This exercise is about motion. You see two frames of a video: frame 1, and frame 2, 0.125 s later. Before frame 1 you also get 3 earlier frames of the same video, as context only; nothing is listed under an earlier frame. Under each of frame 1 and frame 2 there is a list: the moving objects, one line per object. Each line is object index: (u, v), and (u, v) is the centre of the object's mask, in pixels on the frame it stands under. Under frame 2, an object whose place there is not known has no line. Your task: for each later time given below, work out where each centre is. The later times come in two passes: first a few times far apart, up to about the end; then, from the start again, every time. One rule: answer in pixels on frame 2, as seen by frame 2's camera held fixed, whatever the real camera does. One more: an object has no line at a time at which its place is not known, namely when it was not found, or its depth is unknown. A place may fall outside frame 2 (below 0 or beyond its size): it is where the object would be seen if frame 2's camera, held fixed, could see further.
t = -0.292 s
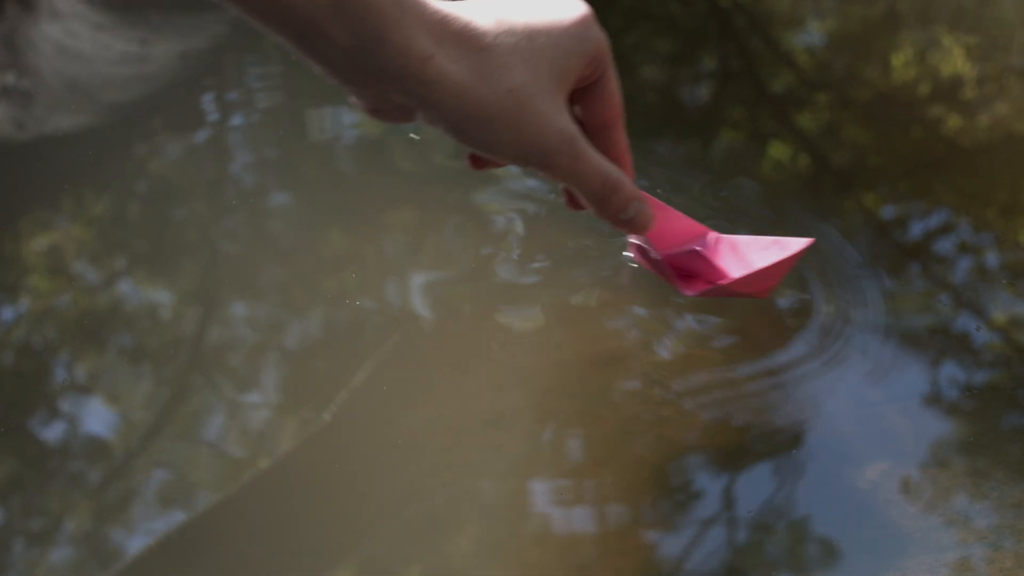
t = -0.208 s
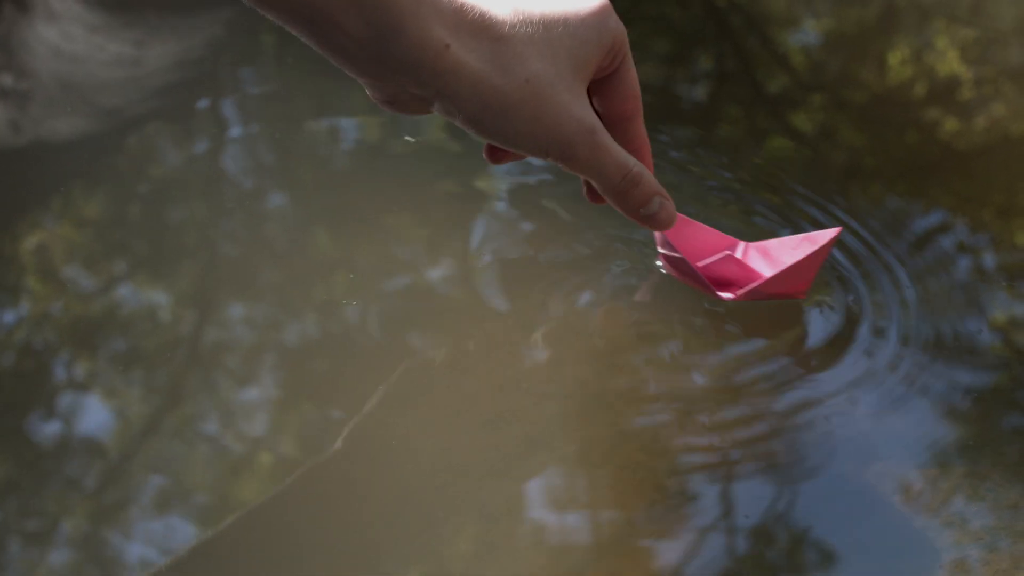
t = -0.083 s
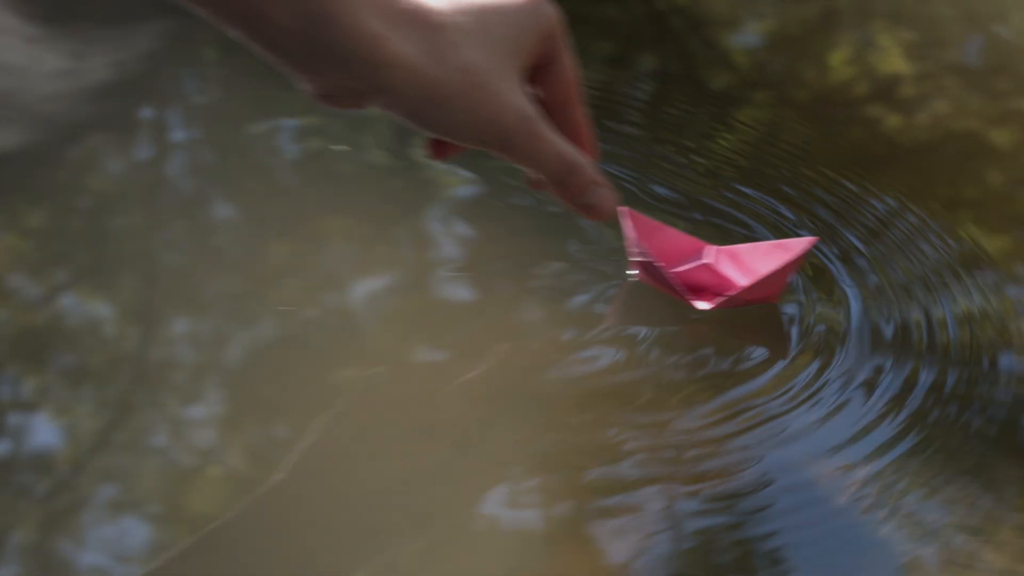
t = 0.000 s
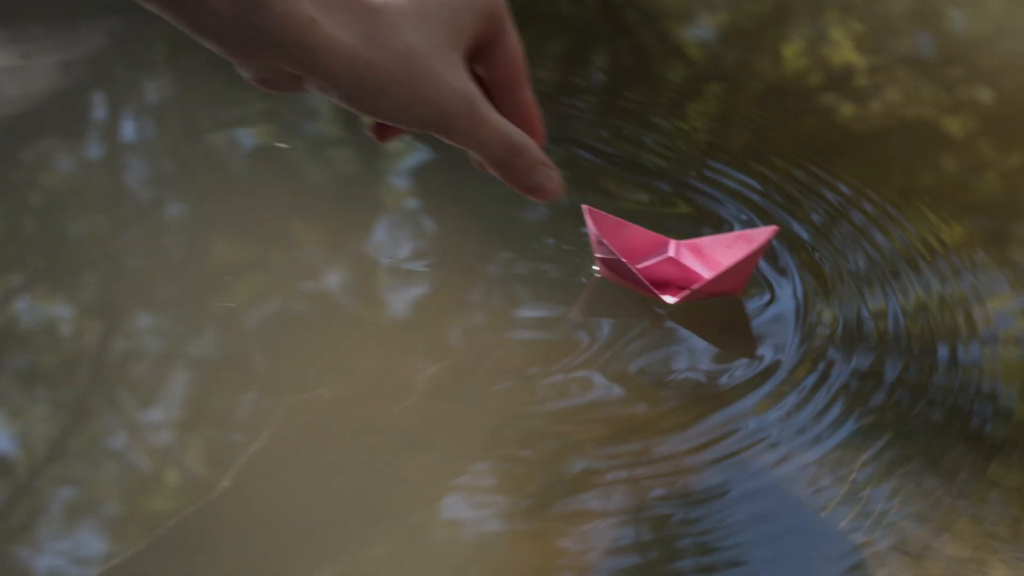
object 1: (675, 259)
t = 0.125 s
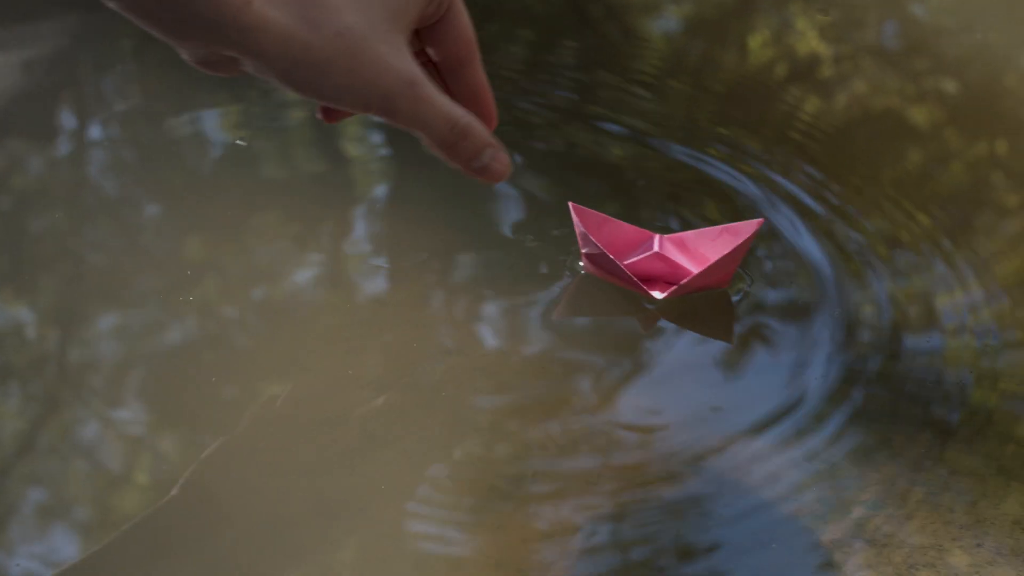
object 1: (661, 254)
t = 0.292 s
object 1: (694, 260)
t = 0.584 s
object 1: (728, 269)
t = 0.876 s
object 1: (760, 276)
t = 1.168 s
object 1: (787, 284)
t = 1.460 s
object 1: (813, 291)
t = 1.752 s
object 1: (837, 298)
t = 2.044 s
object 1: (858, 303)
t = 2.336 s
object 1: (879, 310)
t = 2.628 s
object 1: (897, 317)
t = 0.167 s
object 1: (670, 256)
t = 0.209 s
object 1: (679, 257)
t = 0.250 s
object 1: (688, 259)
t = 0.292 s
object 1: (694, 260)
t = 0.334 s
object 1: (701, 261)
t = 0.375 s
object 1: (707, 262)
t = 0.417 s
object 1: (712, 264)
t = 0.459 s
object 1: (717, 266)
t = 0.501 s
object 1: (720, 267)
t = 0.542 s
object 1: (725, 268)
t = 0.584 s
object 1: (728, 269)
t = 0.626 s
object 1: (733, 271)
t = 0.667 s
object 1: (739, 272)
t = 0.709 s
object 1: (744, 273)
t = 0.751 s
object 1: (748, 273)
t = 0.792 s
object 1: (752, 274)
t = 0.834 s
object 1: (756, 275)
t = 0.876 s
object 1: (760, 276)
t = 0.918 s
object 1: (765, 277)
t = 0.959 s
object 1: (768, 279)
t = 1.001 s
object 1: (772, 280)
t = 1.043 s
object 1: (776, 281)
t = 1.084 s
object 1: (779, 282)
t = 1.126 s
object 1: (783, 283)
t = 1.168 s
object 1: (787, 284)
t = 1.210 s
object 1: (791, 286)
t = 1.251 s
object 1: (794, 287)
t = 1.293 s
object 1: (798, 288)
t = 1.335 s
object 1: (802, 288)
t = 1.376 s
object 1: (806, 289)
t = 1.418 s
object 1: (809, 290)
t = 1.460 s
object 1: (813, 291)
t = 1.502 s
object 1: (816, 292)
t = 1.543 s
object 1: (820, 293)
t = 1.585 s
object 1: (824, 293)
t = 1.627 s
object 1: (827, 294)
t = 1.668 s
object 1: (830, 295)
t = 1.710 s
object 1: (834, 297)
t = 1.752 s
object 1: (837, 298)
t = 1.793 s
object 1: (841, 298)
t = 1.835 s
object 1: (844, 299)
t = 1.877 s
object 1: (847, 300)
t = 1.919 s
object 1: (850, 301)
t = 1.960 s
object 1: (852, 302)
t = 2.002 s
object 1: (855, 303)
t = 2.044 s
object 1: (858, 303)
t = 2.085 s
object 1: (861, 304)
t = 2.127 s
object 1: (863, 305)
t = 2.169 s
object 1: (866, 306)
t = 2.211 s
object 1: (869, 307)
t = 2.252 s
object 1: (871, 308)
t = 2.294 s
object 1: (875, 309)
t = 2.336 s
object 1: (879, 310)
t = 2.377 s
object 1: (881, 310)
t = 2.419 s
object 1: (884, 311)
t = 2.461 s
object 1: (887, 312)
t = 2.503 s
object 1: (889, 314)
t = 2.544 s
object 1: (891, 315)
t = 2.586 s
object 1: (894, 316)
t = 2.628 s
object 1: (897, 317)
